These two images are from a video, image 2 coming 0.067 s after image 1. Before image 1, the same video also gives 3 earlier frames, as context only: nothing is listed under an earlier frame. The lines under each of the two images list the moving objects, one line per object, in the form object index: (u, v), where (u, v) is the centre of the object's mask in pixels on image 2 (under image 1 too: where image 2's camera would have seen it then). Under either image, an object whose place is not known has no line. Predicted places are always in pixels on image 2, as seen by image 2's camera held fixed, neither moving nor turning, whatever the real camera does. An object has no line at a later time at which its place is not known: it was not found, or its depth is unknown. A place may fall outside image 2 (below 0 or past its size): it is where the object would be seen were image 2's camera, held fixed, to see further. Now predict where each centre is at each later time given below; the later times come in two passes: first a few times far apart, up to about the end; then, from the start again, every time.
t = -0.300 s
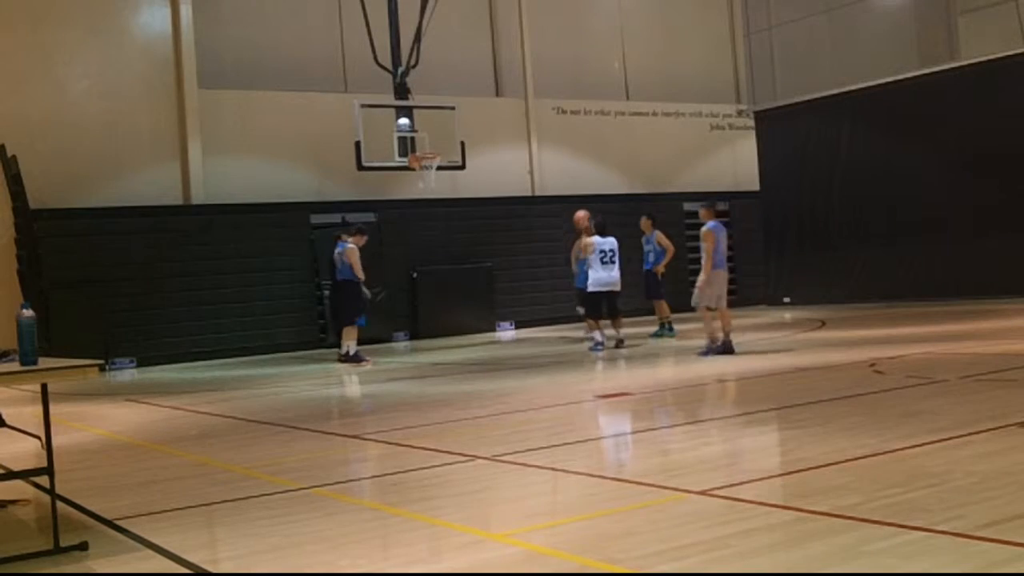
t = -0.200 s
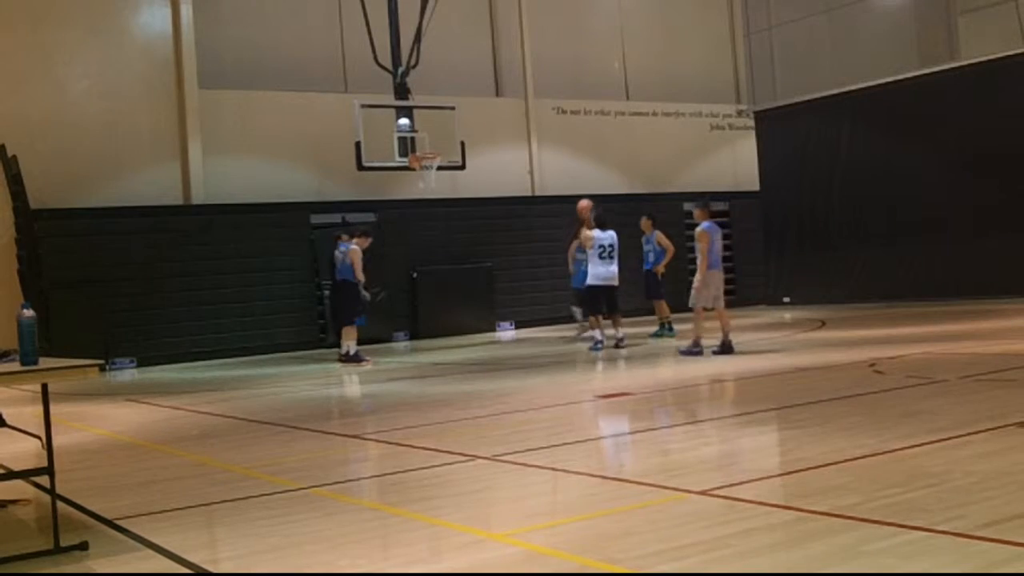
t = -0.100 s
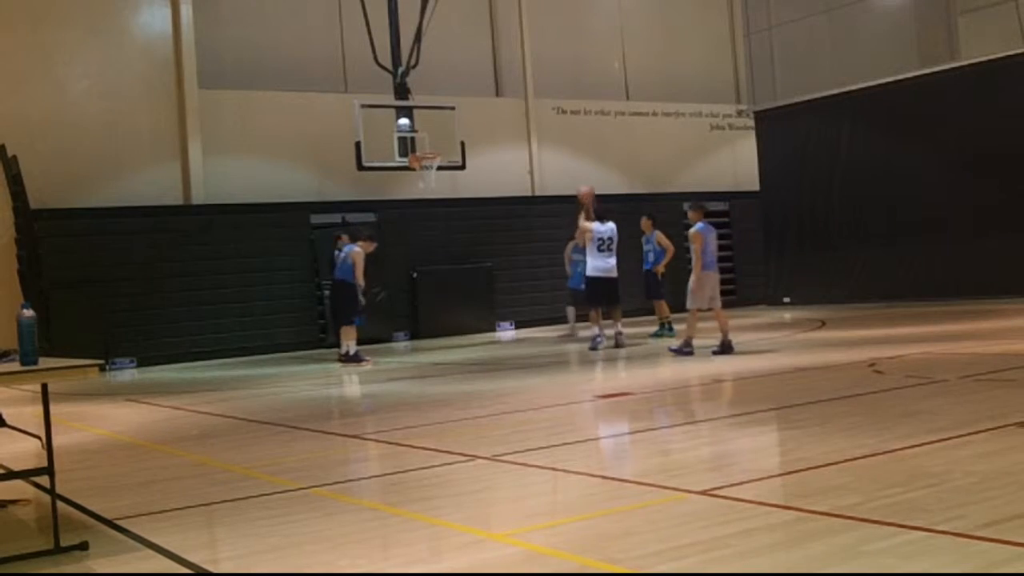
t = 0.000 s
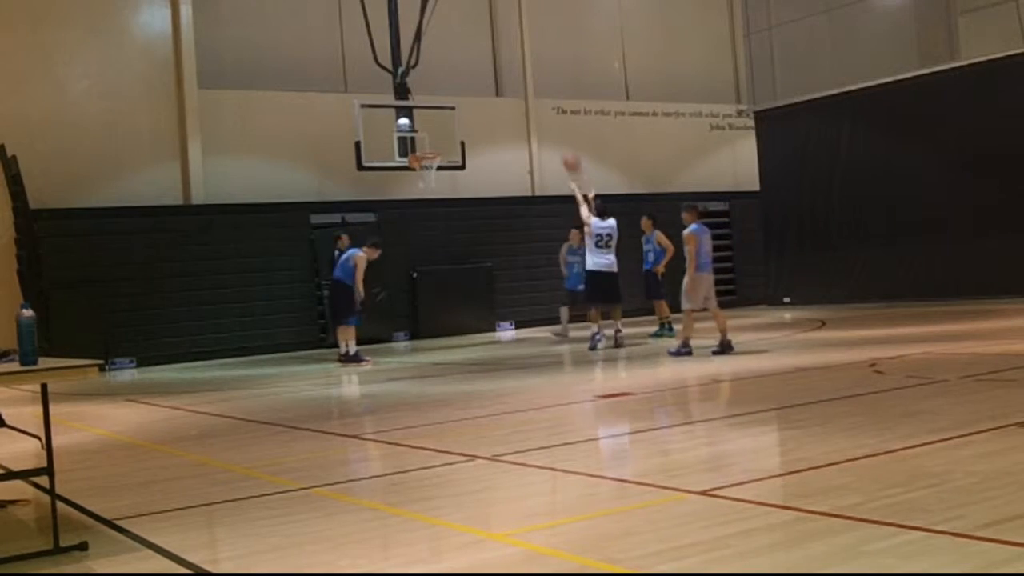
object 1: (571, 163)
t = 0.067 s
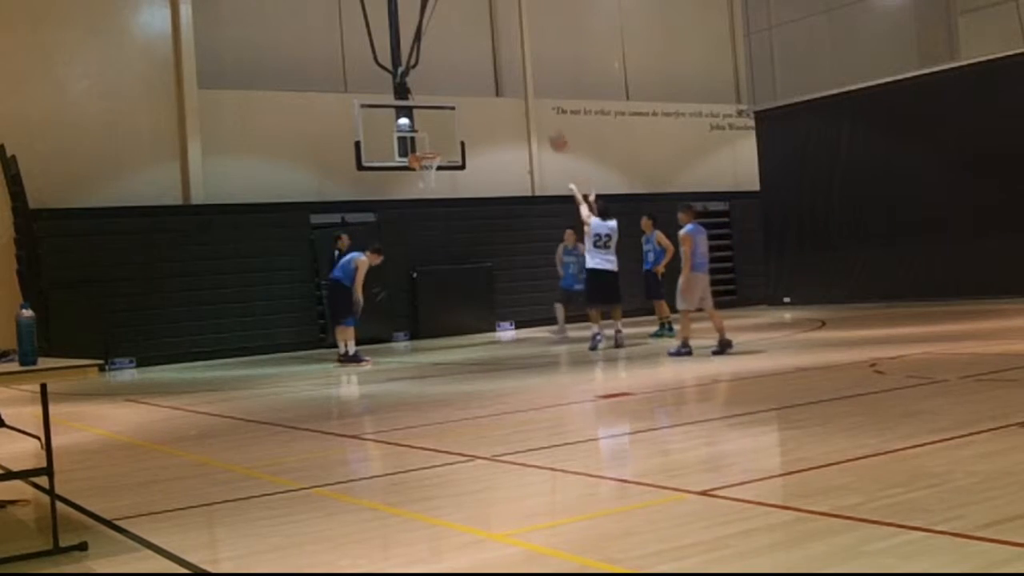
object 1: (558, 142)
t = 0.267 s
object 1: (519, 98)
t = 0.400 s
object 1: (498, 86)
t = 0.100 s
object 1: (551, 132)
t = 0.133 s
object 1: (544, 123)
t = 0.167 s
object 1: (539, 116)
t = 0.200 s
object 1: (533, 109)
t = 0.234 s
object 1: (527, 104)
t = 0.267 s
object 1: (519, 98)
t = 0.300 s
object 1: (514, 94)
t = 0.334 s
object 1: (508, 90)
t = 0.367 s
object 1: (504, 88)
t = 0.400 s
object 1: (498, 86)
